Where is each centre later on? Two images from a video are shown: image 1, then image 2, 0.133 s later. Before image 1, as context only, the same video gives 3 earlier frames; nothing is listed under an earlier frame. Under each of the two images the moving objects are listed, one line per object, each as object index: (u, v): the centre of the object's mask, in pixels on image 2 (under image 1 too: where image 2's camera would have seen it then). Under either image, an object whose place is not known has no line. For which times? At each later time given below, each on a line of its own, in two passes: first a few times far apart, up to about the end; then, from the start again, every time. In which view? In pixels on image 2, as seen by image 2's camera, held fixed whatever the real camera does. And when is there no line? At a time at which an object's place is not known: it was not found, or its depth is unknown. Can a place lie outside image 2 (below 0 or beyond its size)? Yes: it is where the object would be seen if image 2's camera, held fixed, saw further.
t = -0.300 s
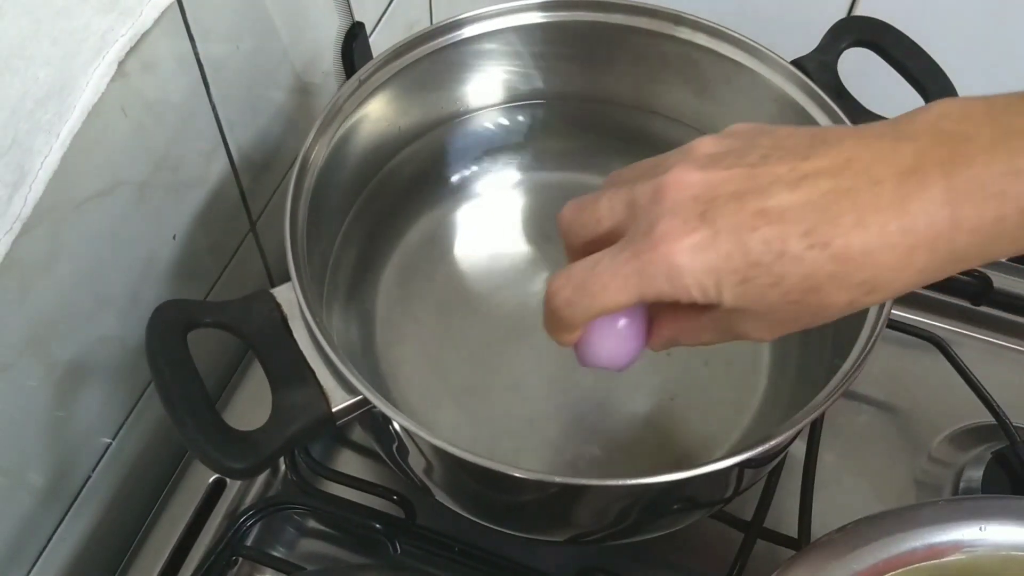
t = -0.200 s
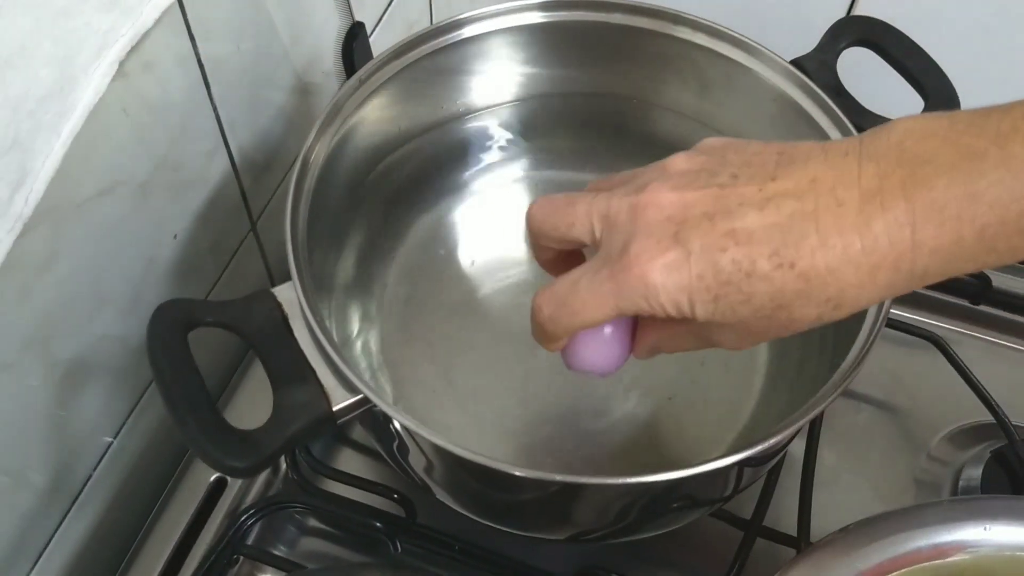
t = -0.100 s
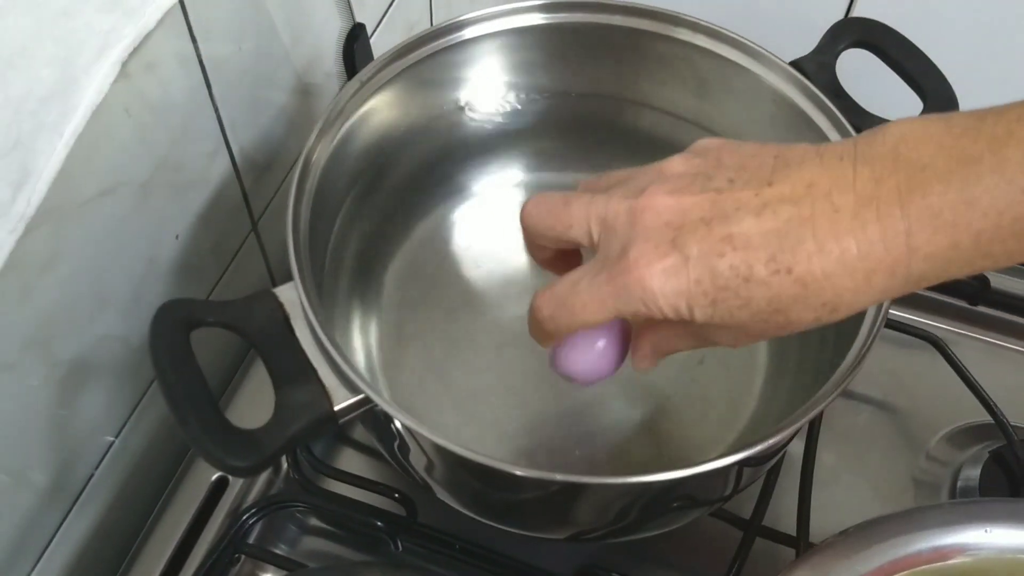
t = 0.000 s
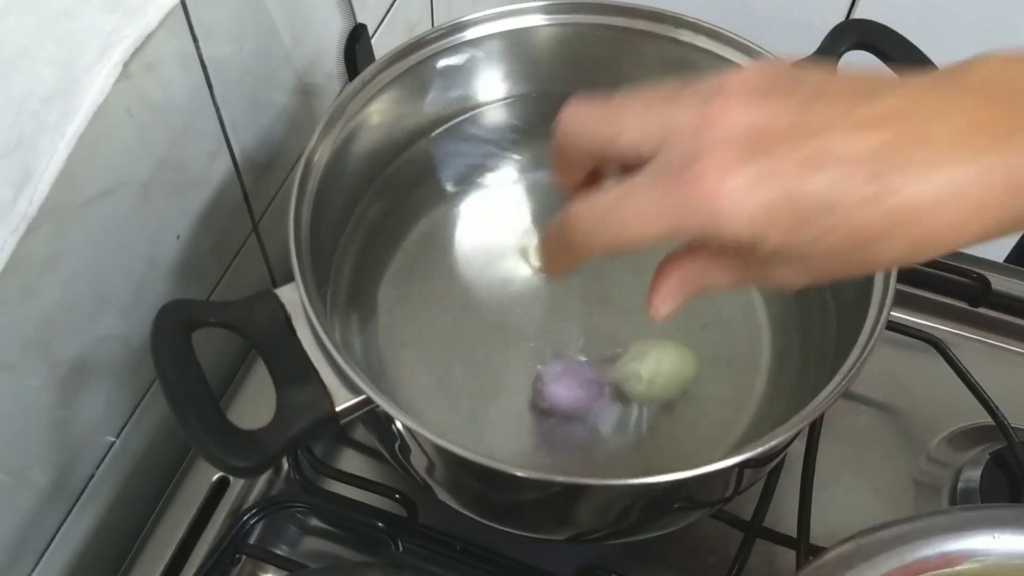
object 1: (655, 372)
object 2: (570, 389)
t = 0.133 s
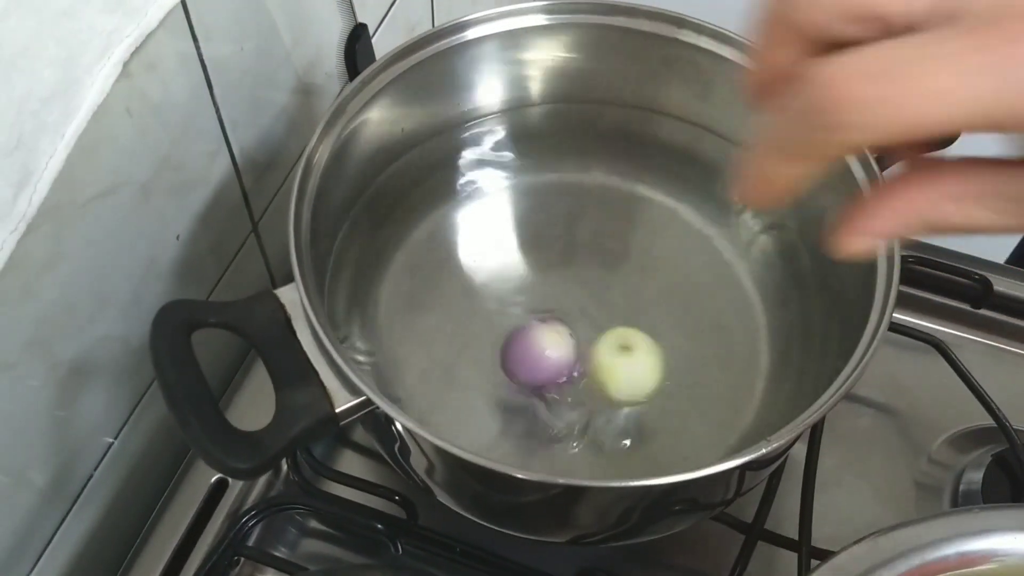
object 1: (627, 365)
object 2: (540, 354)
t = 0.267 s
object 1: (588, 364)
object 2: (511, 334)
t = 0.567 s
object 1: (554, 304)
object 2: (523, 234)
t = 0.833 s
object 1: (606, 285)
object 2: (600, 210)
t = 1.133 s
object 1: (673, 334)
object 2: (693, 238)
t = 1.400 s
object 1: (608, 421)
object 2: (744, 321)
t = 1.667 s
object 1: (485, 388)
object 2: (727, 398)
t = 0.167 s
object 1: (615, 364)
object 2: (531, 350)
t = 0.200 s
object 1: (604, 365)
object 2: (522, 344)
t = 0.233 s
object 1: (596, 367)
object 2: (515, 339)
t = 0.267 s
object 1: (588, 364)
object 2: (511, 334)
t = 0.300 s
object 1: (578, 363)
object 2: (511, 329)
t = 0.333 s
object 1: (569, 358)
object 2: (505, 319)
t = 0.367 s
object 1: (561, 349)
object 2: (502, 306)
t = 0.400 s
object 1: (555, 339)
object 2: (503, 294)
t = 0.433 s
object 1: (551, 331)
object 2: (503, 280)
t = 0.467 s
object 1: (550, 324)
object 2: (508, 267)
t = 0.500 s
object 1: (549, 316)
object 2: (513, 253)
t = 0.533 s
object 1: (549, 308)
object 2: (517, 242)
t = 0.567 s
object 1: (554, 304)
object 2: (523, 234)
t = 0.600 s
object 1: (560, 298)
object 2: (530, 226)
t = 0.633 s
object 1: (564, 293)
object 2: (539, 218)
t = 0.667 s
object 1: (570, 287)
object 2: (549, 213)
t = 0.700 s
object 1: (575, 282)
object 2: (559, 210)
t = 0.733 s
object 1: (582, 278)
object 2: (568, 209)
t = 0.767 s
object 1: (588, 279)
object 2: (578, 207)
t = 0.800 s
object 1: (595, 280)
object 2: (587, 208)
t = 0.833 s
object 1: (606, 285)
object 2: (600, 210)
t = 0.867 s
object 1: (617, 287)
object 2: (611, 212)
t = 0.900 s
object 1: (629, 292)
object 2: (621, 214)
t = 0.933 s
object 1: (639, 294)
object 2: (632, 214)
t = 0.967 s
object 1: (645, 300)
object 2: (642, 218)
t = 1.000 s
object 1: (650, 306)
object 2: (652, 220)
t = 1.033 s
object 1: (657, 311)
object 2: (663, 224)
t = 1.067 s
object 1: (665, 317)
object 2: (674, 228)
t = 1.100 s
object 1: (669, 325)
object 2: (683, 233)
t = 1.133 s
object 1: (673, 334)
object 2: (693, 238)
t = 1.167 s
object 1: (673, 345)
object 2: (704, 243)
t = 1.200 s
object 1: (671, 355)
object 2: (714, 251)
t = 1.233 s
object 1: (668, 367)
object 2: (724, 261)
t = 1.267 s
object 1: (661, 379)
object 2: (731, 271)
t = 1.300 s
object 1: (651, 391)
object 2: (737, 284)
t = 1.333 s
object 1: (639, 403)
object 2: (741, 296)
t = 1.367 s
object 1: (624, 414)
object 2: (743, 308)
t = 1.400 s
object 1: (608, 421)
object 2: (744, 321)
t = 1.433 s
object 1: (590, 427)
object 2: (742, 334)
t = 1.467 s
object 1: (573, 430)
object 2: (742, 345)
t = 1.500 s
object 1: (554, 426)
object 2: (739, 354)
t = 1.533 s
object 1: (536, 421)
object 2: (738, 364)
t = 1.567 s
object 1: (520, 415)
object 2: (737, 373)
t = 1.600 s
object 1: (506, 407)
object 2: (734, 380)
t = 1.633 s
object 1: (495, 397)
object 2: (732, 390)
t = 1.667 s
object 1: (485, 388)
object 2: (727, 398)
